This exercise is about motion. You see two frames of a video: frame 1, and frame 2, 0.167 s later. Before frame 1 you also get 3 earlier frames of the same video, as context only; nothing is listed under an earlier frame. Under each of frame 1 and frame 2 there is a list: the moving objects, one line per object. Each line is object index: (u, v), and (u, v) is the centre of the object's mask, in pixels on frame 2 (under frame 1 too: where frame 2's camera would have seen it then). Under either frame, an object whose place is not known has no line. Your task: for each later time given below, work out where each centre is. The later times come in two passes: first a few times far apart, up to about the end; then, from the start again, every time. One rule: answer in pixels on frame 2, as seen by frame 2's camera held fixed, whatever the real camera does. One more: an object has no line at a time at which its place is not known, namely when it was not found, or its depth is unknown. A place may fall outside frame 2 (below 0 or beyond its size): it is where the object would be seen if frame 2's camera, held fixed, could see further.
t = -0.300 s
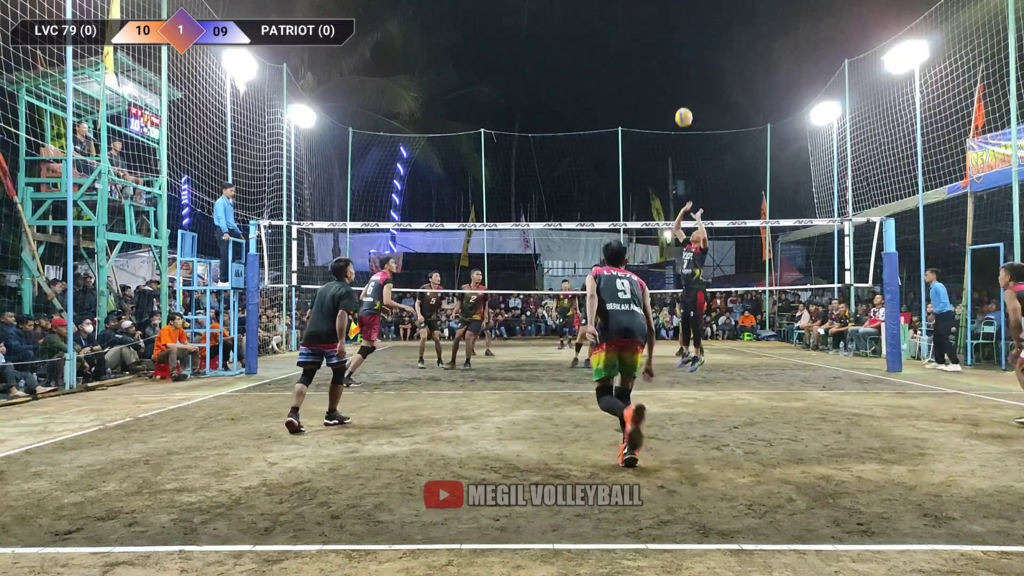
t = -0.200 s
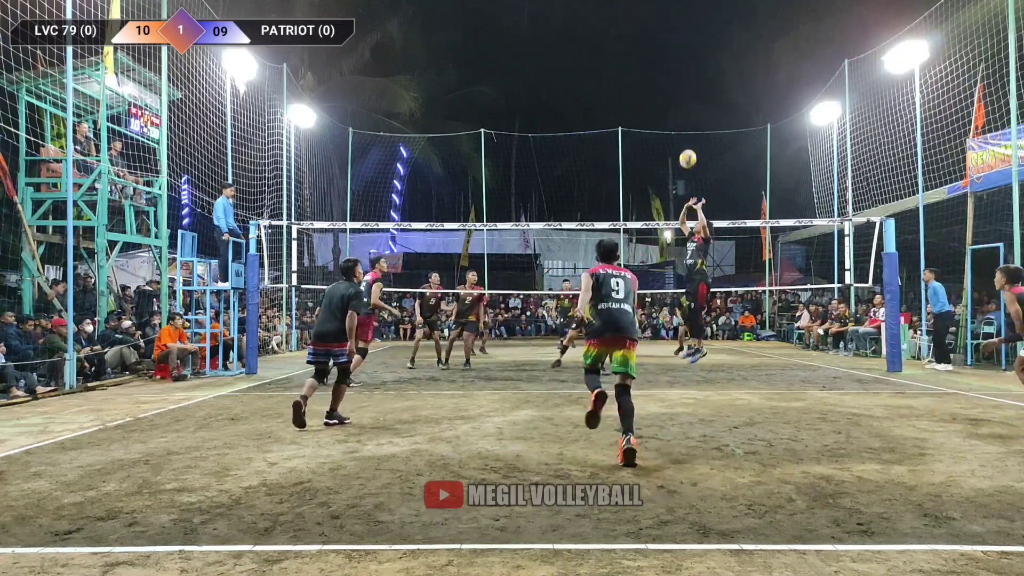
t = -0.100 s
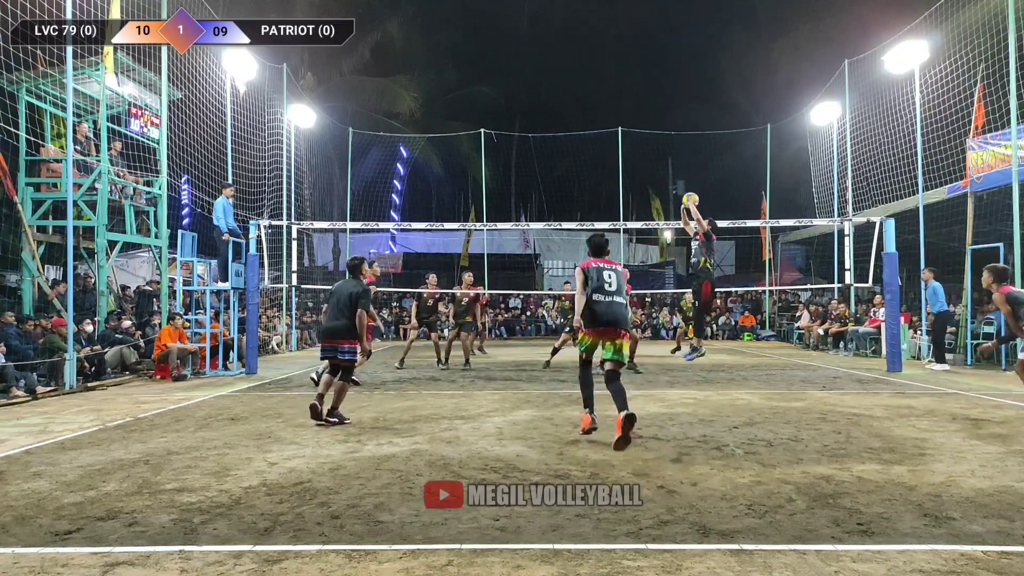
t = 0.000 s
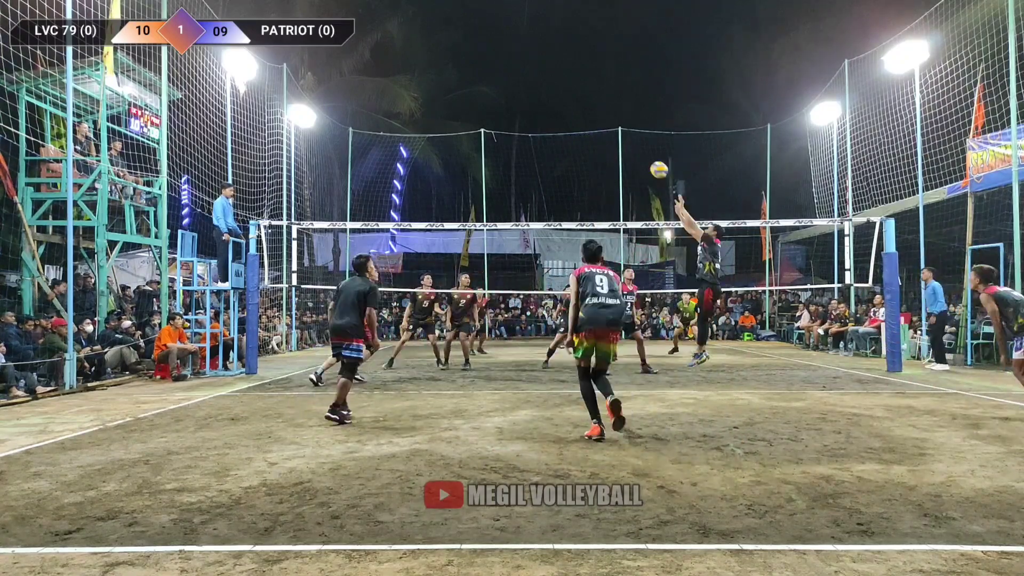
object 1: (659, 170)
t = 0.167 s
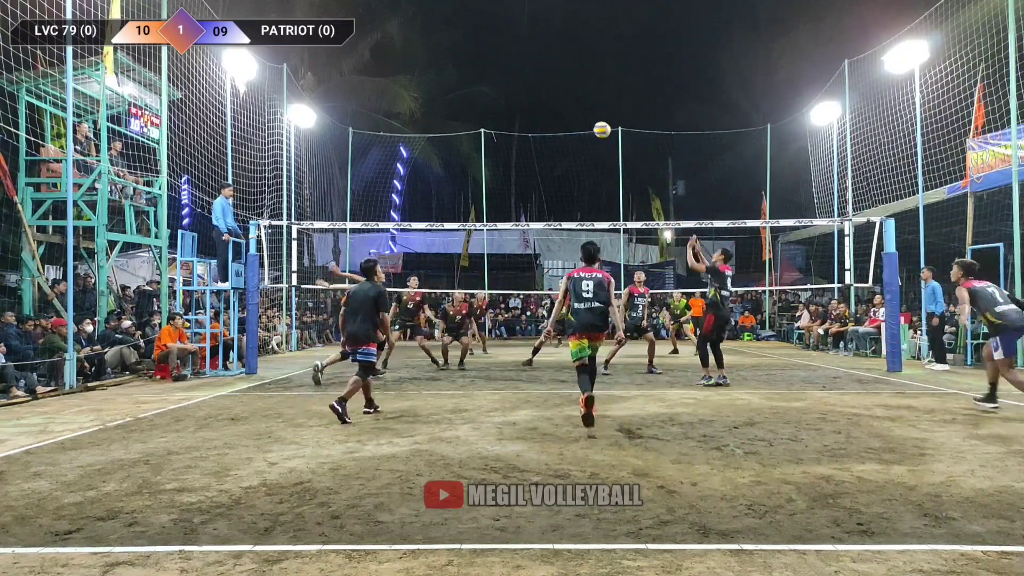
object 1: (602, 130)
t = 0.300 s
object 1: (559, 113)
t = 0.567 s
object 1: (478, 115)
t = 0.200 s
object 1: (591, 124)
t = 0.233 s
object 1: (580, 120)
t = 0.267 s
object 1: (569, 116)
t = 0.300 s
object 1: (559, 113)
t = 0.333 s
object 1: (548, 111)
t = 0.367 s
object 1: (538, 109)
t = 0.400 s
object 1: (528, 108)
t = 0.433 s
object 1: (518, 108)
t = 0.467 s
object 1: (508, 109)
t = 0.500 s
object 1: (498, 110)
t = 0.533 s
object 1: (488, 113)
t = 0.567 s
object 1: (478, 115)
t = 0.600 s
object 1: (469, 119)
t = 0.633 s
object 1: (459, 123)
